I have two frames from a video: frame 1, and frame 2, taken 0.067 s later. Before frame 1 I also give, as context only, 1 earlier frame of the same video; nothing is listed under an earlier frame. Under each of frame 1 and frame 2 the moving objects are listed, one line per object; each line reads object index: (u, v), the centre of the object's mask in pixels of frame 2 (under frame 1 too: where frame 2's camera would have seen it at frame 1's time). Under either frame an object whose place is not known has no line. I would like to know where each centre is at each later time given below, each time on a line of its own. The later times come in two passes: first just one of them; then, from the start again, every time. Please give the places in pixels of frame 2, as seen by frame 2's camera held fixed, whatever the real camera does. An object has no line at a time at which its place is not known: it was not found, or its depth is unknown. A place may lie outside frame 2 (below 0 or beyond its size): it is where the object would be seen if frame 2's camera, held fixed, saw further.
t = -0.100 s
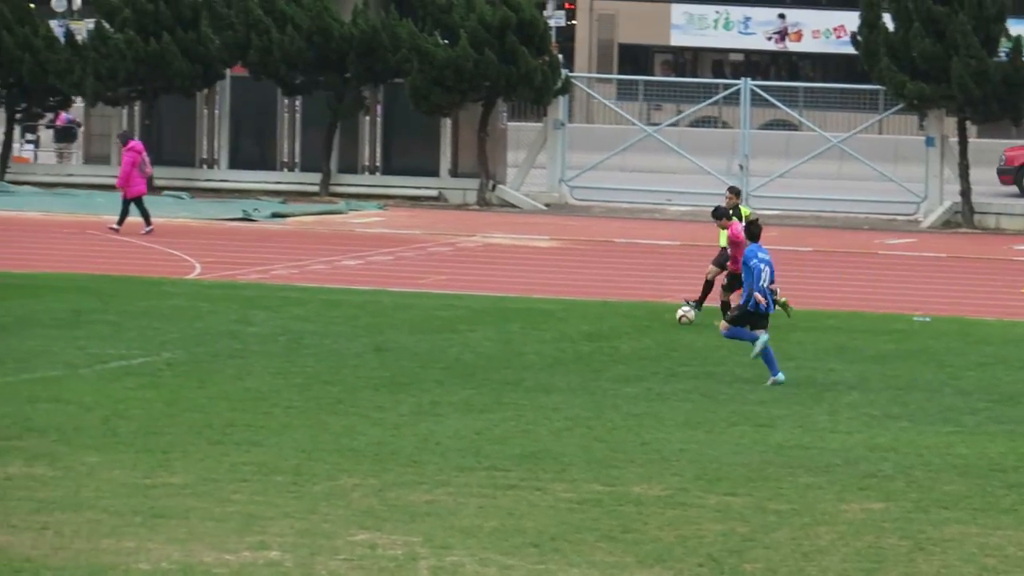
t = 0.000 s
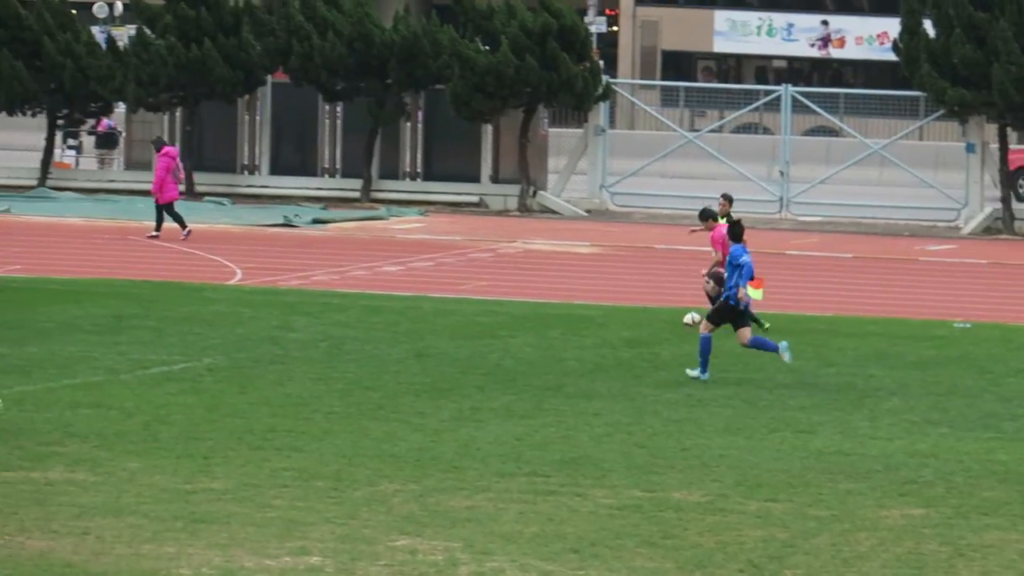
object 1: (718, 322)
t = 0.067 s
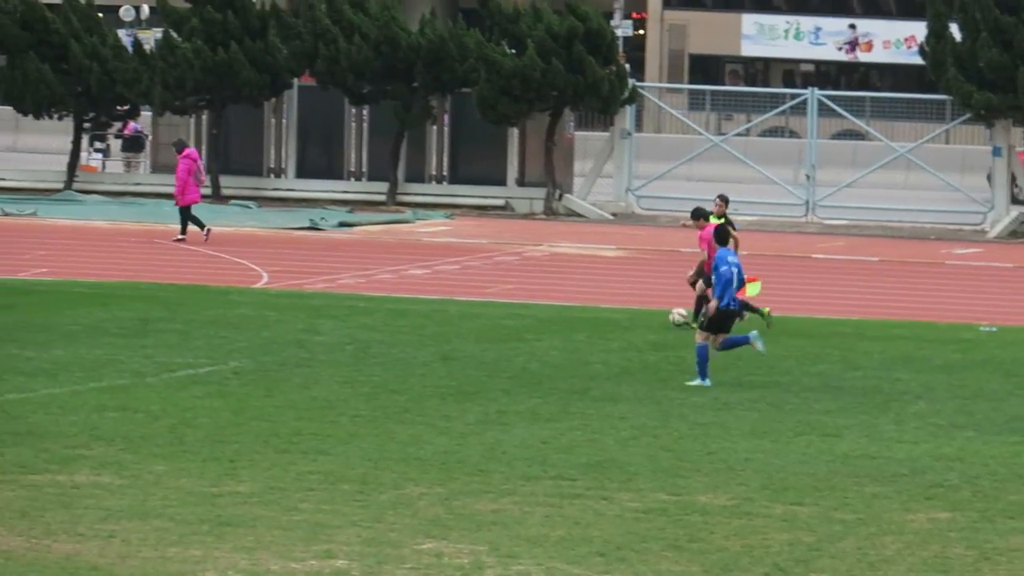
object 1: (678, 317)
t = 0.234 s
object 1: (525, 305)
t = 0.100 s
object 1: (647, 312)
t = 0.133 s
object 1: (616, 309)
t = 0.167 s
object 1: (586, 306)
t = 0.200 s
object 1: (555, 305)
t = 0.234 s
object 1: (525, 305)
